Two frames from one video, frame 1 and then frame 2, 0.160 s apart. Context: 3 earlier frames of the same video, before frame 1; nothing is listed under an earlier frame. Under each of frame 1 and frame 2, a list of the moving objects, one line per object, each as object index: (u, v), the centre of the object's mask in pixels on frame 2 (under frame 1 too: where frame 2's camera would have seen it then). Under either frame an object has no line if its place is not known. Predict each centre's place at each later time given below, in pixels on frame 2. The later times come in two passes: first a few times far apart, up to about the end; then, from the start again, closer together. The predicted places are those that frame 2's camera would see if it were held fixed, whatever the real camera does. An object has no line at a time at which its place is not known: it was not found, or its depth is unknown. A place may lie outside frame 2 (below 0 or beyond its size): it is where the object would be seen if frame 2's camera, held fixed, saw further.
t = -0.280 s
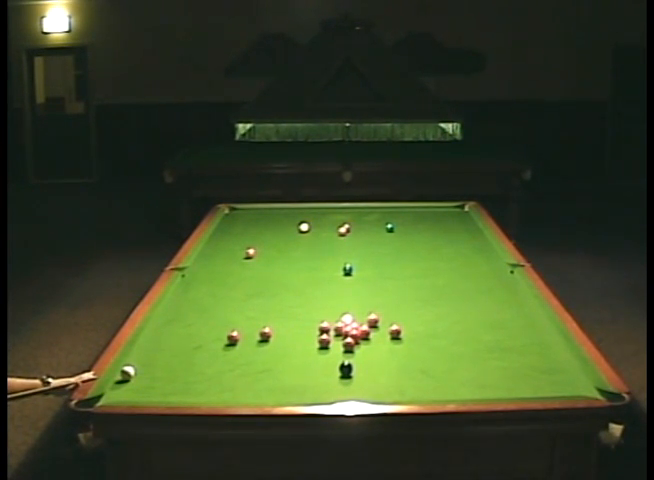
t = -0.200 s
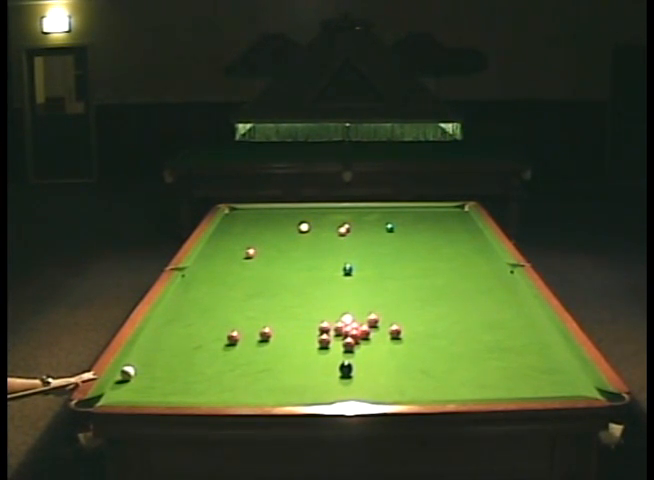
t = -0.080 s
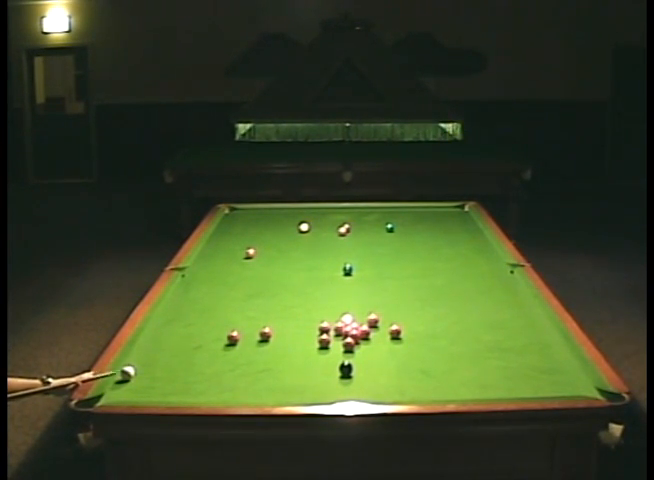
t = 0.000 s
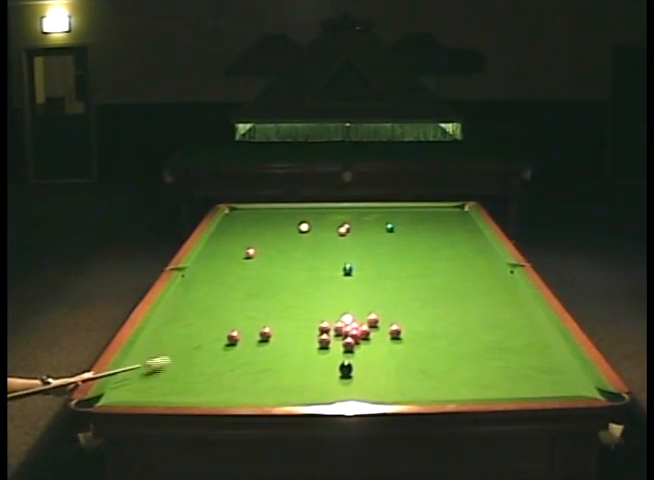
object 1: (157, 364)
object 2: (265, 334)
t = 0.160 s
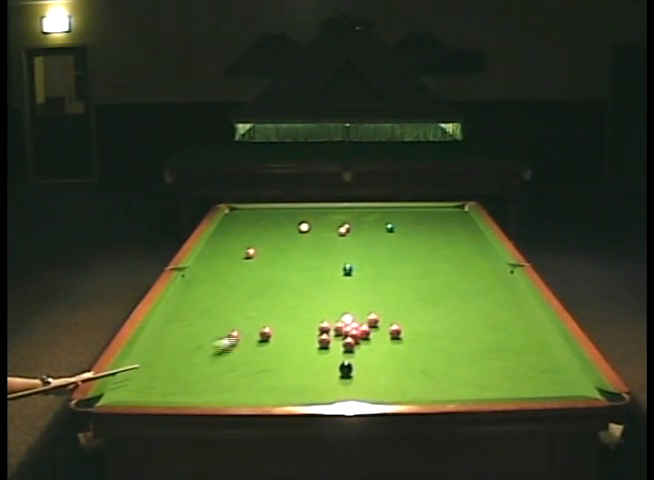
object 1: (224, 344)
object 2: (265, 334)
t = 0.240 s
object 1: (254, 336)
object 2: (268, 333)
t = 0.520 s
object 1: (268, 328)
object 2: (345, 311)
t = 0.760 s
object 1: (285, 320)
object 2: (396, 301)
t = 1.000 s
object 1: (300, 314)
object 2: (440, 290)
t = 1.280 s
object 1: (316, 307)
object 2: (486, 278)
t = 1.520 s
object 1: (329, 302)
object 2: (504, 269)
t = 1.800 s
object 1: (342, 297)
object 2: (487, 259)
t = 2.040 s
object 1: (353, 292)
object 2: (475, 252)
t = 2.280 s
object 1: (362, 288)
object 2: (465, 245)
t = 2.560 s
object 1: (372, 284)
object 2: (454, 238)
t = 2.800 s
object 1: (380, 281)
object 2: (446, 233)
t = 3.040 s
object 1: (387, 278)
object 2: (438, 228)
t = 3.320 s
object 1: (394, 276)
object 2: (431, 222)
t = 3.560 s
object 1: (399, 274)
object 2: (425, 218)
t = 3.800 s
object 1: (404, 272)
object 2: (420, 215)
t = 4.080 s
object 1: (409, 271)
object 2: (414, 211)
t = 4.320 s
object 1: (412, 270)
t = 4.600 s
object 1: (416, 269)
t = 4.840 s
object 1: (418, 268)
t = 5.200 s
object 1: (419, 265)
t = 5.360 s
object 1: (421, 268)
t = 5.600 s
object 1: (422, 268)
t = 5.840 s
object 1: (421, 268)
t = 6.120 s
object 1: (421, 268)
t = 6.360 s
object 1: (421, 268)
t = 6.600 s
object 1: (421, 268)
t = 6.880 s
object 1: (421, 268)
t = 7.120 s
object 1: (421, 268)
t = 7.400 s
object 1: (421, 268)
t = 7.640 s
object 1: (421, 268)
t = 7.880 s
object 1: (421, 268)
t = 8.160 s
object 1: (421, 268)
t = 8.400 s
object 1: (421, 268)
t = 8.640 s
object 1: (421, 268)
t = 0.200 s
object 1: (241, 339)
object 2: (265, 334)
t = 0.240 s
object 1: (254, 336)
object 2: (268, 333)
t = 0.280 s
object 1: (255, 335)
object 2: (280, 330)
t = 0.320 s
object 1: (256, 334)
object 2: (293, 327)
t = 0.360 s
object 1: (257, 333)
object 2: (306, 324)
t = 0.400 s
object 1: (259, 332)
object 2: (317, 320)
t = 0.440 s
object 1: (262, 331)
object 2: (328, 317)
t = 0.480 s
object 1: (264, 329)
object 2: (336, 315)
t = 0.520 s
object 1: (268, 328)
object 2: (345, 311)
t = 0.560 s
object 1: (271, 327)
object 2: (356, 311)
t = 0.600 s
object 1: (274, 325)
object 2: (364, 309)
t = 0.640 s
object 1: (276, 324)
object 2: (372, 307)
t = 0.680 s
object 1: (280, 323)
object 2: (380, 305)
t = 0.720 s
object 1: (282, 322)
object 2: (388, 303)
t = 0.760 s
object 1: (285, 320)
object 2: (396, 301)
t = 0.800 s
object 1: (287, 319)
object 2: (403, 299)
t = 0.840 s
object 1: (290, 318)
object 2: (411, 297)
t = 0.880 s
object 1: (293, 317)
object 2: (418, 296)
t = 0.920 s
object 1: (295, 316)
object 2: (426, 293)
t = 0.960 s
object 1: (298, 315)
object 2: (433, 292)
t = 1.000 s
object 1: (300, 314)
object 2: (440, 290)
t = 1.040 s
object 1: (303, 313)
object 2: (447, 288)
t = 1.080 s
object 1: (305, 312)
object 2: (453, 286)
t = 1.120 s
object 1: (307, 311)
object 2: (460, 285)
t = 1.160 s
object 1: (310, 310)
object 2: (466, 283)
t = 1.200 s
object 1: (312, 309)
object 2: (473, 281)
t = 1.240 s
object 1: (314, 308)
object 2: (479, 280)
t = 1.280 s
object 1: (316, 307)
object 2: (486, 278)
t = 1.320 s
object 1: (319, 306)
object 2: (491, 276)
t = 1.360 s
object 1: (321, 305)
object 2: (497, 274)
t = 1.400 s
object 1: (323, 304)
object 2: (503, 274)
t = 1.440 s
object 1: (325, 304)
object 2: (508, 271)
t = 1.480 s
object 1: (327, 303)
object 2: (507, 270)
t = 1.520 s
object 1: (329, 302)
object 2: (504, 269)
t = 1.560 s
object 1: (331, 301)
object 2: (501, 267)
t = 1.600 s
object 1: (333, 300)
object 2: (498, 266)
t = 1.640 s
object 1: (335, 299)
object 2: (496, 264)
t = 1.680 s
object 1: (337, 299)
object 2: (494, 263)
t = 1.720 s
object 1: (339, 298)
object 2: (492, 262)
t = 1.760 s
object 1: (341, 297)
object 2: (490, 261)
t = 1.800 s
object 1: (342, 297)
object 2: (487, 259)
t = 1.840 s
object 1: (345, 295)
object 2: (486, 258)
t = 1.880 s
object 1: (346, 295)
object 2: (483, 257)
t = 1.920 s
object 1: (348, 294)
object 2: (481, 255)
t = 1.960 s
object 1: (350, 293)
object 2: (479, 254)
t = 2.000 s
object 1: (352, 293)
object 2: (478, 253)
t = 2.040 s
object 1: (353, 292)
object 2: (475, 252)
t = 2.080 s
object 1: (355, 291)
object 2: (474, 251)
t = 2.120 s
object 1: (356, 291)
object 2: (472, 249)
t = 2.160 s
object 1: (358, 290)
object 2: (470, 249)
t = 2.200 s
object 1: (359, 289)
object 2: (469, 247)
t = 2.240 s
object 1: (361, 289)
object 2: (467, 246)
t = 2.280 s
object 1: (362, 288)
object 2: (465, 245)
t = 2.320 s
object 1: (364, 287)
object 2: (463, 244)
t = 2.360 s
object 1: (365, 287)
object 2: (462, 243)
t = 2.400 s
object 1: (367, 286)
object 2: (460, 242)
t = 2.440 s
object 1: (368, 286)
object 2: (459, 241)
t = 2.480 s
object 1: (369, 285)
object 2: (457, 240)
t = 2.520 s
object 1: (371, 284)
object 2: (456, 239)
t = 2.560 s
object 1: (372, 284)
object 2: (454, 238)
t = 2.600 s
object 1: (373, 283)
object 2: (453, 237)
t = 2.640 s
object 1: (375, 283)
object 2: (452, 236)
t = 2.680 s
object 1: (376, 282)
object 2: (450, 235)
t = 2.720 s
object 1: (377, 282)
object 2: (449, 234)
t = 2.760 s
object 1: (379, 281)
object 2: (447, 233)
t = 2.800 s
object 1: (380, 281)
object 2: (446, 233)
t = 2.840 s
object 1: (381, 281)
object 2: (444, 232)
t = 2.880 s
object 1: (382, 280)
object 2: (443, 231)
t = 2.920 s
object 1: (383, 280)
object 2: (442, 230)
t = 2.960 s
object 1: (384, 279)
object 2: (441, 229)
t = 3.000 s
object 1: (385, 279)
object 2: (440, 229)
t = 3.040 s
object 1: (387, 278)
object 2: (438, 228)
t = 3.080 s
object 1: (388, 278)
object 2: (437, 227)
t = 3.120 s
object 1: (389, 277)
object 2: (436, 226)
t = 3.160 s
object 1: (390, 277)
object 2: (435, 225)
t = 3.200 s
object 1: (391, 277)
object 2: (434, 225)
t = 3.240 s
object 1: (392, 276)
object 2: (433, 224)
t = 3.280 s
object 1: (393, 276)
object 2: (432, 223)
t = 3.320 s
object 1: (394, 276)
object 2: (431, 222)
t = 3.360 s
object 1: (395, 275)
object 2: (430, 222)
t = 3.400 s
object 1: (396, 275)
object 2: (429, 221)
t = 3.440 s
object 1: (397, 275)
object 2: (428, 220)
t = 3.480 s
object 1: (397, 275)
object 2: (427, 220)
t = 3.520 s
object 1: (398, 274)
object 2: (426, 219)
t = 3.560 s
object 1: (399, 274)
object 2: (425, 218)
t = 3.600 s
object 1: (400, 274)
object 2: (424, 218)
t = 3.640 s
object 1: (401, 273)
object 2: (423, 217)
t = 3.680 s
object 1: (402, 273)
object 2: (422, 216)
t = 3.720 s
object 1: (402, 273)
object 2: (421, 216)
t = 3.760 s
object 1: (403, 273)
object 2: (420, 216)
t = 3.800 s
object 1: (404, 272)
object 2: (420, 215)
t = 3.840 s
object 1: (405, 272)
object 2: (419, 214)
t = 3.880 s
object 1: (405, 272)
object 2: (418, 214)
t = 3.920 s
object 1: (406, 271)
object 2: (417, 213)
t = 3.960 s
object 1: (407, 271)
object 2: (416, 213)
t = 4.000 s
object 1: (407, 271)
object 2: (416, 212)
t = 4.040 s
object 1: (408, 271)
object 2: (415, 212)
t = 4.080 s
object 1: (409, 271)
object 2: (414, 211)
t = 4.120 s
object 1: (409, 271)
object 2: (413, 211)
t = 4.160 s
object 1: (410, 270)
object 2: (412, 210)
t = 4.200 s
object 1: (411, 270)
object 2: (411, 210)
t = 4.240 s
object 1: (411, 270)
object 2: (411, 210)
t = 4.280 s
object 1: (412, 270)
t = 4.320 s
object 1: (412, 270)
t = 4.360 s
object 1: (413, 269)
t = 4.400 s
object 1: (413, 269)
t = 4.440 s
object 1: (414, 269)
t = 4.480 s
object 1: (414, 269)
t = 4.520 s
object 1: (415, 269)
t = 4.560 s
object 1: (415, 269)
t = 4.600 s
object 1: (416, 269)
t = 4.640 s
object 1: (416, 268)
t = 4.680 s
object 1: (417, 268)
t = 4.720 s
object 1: (417, 268)
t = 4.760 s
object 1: (417, 268)
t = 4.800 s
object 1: (418, 268)
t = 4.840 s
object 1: (418, 268)
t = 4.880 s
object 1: (419, 269)
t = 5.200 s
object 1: (419, 265)
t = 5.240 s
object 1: (421, 267)
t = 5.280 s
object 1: (421, 267)
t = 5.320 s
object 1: (421, 268)
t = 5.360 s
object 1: (421, 268)
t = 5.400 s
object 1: (421, 268)
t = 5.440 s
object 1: (421, 267)
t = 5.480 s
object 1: (421, 267)
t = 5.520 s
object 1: (421, 268)
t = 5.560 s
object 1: (421, 268)
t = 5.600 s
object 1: (422, 268)
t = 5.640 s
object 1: (422, 268)
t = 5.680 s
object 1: (422, 268)
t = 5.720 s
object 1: (422, 267)
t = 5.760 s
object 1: (421, 268)
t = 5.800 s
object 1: (421, 268)
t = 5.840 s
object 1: (421, 268)
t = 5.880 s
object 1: (421, 268)
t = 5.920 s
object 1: (421, 268)
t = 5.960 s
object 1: (421, 268)
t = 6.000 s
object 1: (421, 268)
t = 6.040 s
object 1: (421, 268)
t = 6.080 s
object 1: (421, 268)
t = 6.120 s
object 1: (421, 268)
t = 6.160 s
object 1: (421, 268)
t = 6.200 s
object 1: (421, 268)
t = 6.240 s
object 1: (421, 268)
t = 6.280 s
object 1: (421, 268)
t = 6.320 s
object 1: (421, 268)
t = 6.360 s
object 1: (421, 268)
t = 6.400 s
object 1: (421, 268)
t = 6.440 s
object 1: (421, 268)
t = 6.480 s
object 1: (421, 268)
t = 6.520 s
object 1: (421, 268)
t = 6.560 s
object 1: (421, 268)
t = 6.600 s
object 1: (421, 268)
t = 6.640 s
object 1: (421, 268)
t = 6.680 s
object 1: (421, 268)
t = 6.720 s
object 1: (421, 268)
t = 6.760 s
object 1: (421, 268)
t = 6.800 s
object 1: (421, 268)
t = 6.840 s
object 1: (421, 268)
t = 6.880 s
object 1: (421, 268)
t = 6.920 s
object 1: (421, 268)
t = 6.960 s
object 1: (421, 268)
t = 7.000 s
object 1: (421, 268)
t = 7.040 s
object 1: (421, 268)
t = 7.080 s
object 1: (421, 268)
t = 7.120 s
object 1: (421, 268)
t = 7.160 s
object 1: (421, 268)
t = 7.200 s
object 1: (421, 268)
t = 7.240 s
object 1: (421, 268)
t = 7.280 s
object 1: (421, 268)
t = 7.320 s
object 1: (421, 268)
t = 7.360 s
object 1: (421, 268)
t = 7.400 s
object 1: (421, 268)
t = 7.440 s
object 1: (421, 268)
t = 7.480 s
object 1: (421, 268)
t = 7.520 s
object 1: (421, 268)
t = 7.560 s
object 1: (421, 268)
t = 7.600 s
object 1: (421, 268)
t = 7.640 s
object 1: (421, 268)
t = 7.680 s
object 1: (421, 268)
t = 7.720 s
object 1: (421, 268)
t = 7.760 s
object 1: (421, 268)
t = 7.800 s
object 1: (421, 268)
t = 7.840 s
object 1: (421, 268)
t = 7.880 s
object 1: (421, 268)
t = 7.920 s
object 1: (421, 268)
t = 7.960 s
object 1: (421, 268)
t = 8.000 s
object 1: (421, 268)
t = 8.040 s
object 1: (421, 268)
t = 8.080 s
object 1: (421, 268)
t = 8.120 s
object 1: (421, 268)
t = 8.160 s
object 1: (421, 268)
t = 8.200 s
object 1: (421, 268)
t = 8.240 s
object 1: (421, 268)
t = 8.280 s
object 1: (421, 268)
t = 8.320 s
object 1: (421, 268)
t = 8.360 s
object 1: (421, 268)
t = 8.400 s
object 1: (421, 268)
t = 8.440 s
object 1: (421, 268)
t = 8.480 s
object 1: (421, 268)
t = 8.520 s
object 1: (421, 268)
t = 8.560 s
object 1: (421, 268)
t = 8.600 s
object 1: (421, 268)
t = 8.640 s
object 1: (421, 268)
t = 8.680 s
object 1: (421, 268)
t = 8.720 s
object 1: (421, 268)
